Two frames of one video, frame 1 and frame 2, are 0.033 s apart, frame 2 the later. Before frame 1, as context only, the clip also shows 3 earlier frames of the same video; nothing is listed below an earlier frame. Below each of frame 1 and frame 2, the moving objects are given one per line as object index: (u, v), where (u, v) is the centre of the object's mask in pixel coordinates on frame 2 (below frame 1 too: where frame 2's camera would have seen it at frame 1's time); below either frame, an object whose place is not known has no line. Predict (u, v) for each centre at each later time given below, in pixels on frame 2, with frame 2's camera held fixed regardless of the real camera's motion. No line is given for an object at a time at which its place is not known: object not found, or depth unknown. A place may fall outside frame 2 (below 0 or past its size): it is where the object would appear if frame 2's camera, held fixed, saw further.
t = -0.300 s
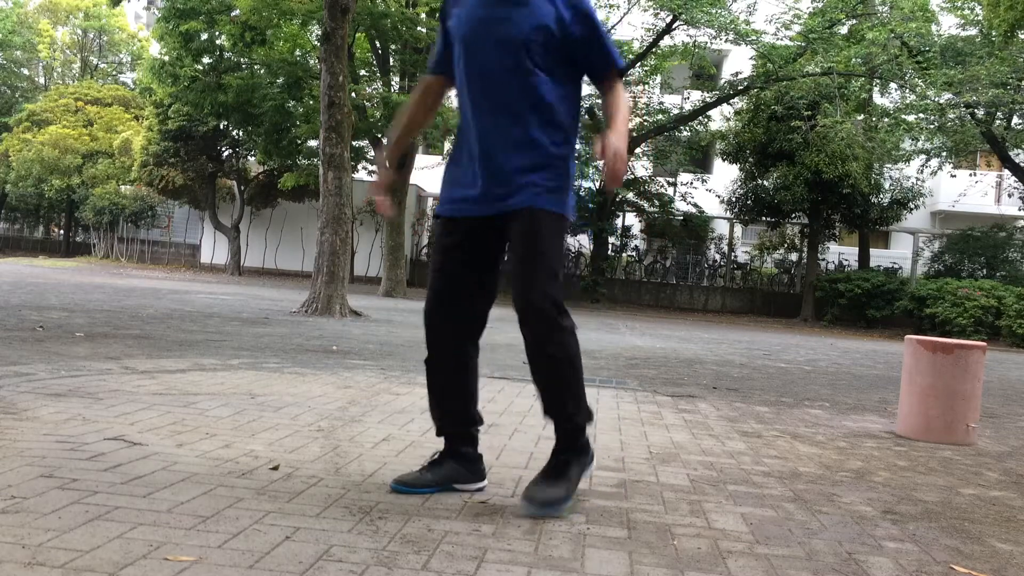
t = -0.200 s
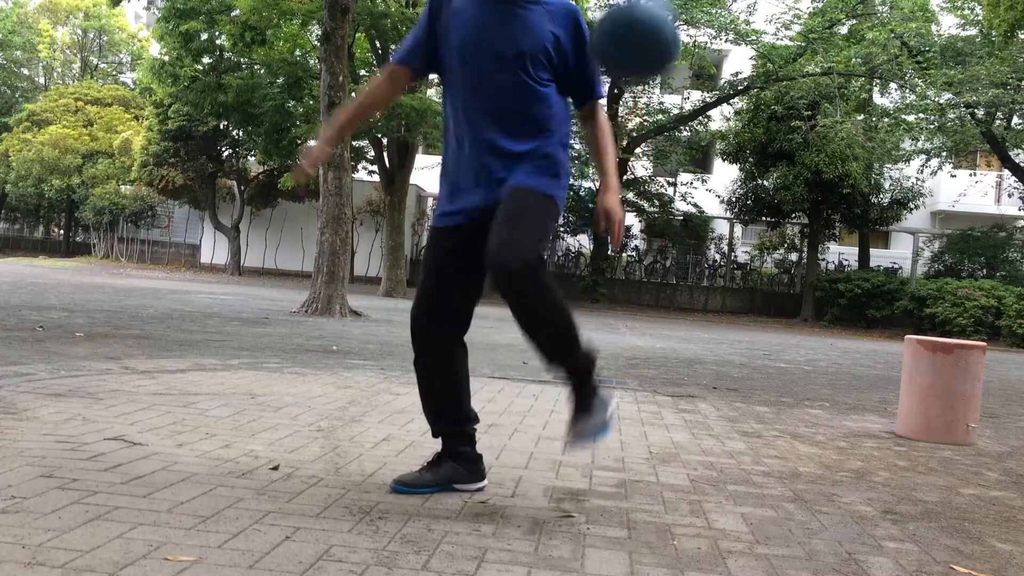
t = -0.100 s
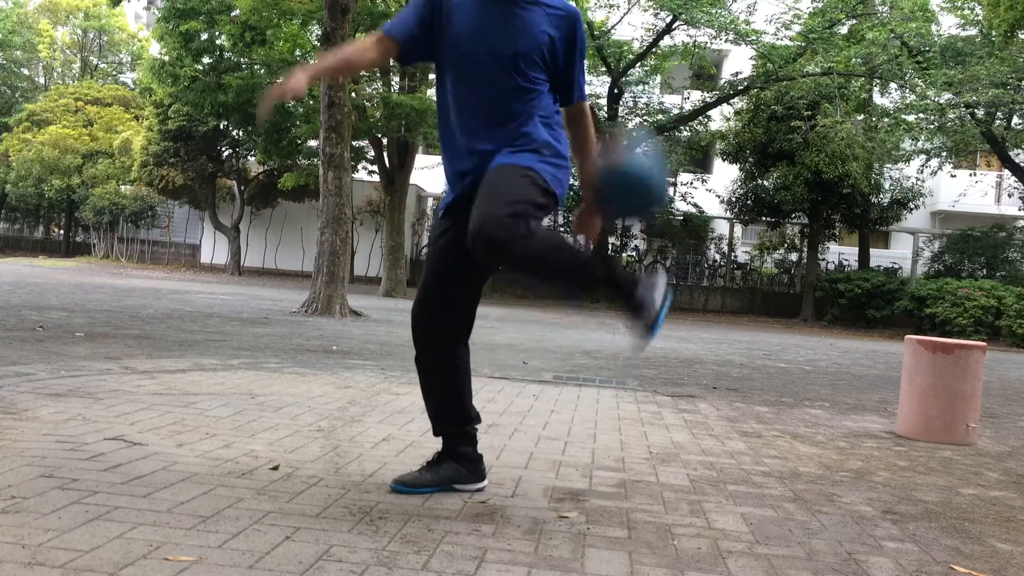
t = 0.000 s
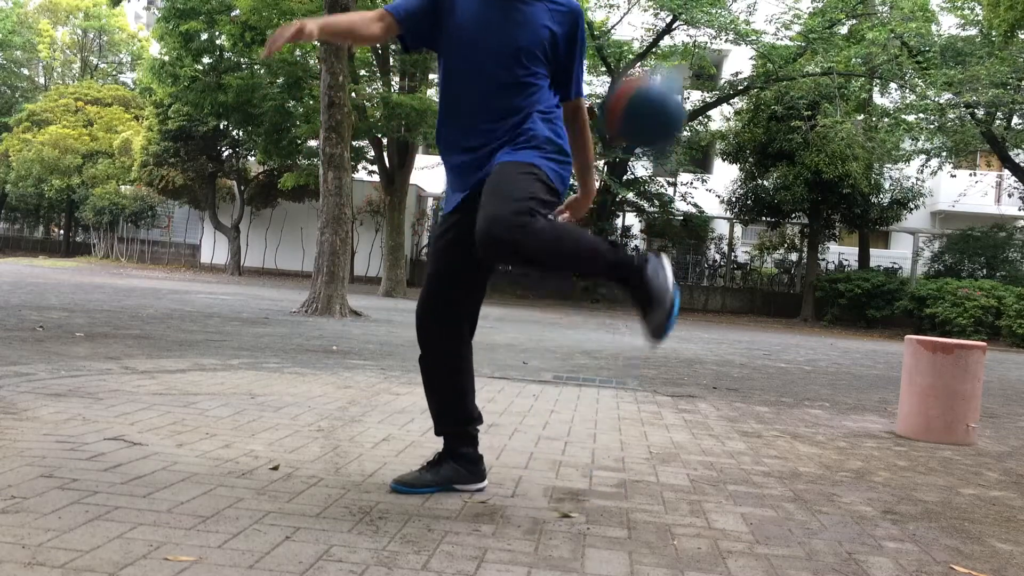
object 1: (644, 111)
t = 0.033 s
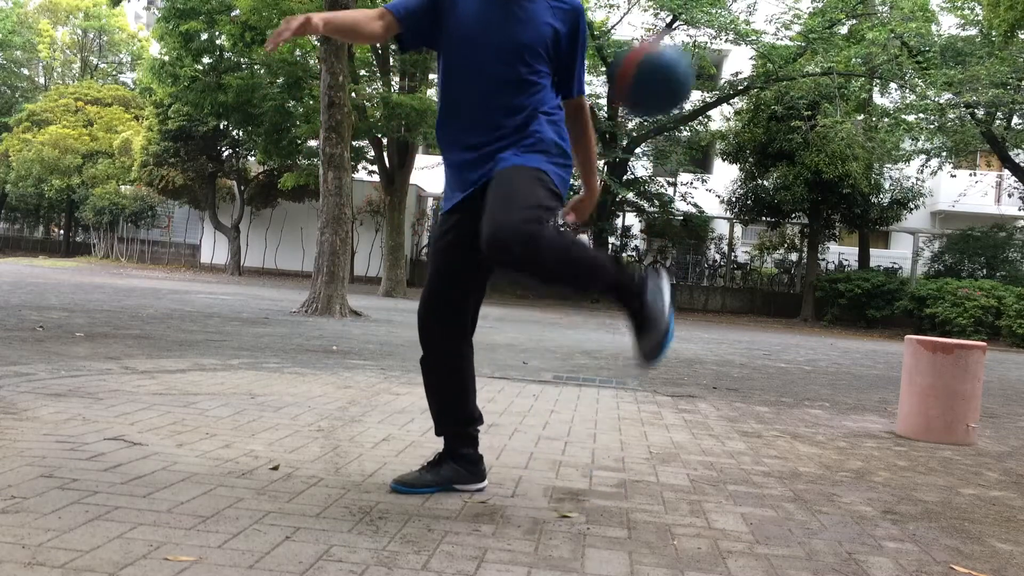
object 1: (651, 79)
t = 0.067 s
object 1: (658, 49)
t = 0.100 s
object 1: (664, 29)
